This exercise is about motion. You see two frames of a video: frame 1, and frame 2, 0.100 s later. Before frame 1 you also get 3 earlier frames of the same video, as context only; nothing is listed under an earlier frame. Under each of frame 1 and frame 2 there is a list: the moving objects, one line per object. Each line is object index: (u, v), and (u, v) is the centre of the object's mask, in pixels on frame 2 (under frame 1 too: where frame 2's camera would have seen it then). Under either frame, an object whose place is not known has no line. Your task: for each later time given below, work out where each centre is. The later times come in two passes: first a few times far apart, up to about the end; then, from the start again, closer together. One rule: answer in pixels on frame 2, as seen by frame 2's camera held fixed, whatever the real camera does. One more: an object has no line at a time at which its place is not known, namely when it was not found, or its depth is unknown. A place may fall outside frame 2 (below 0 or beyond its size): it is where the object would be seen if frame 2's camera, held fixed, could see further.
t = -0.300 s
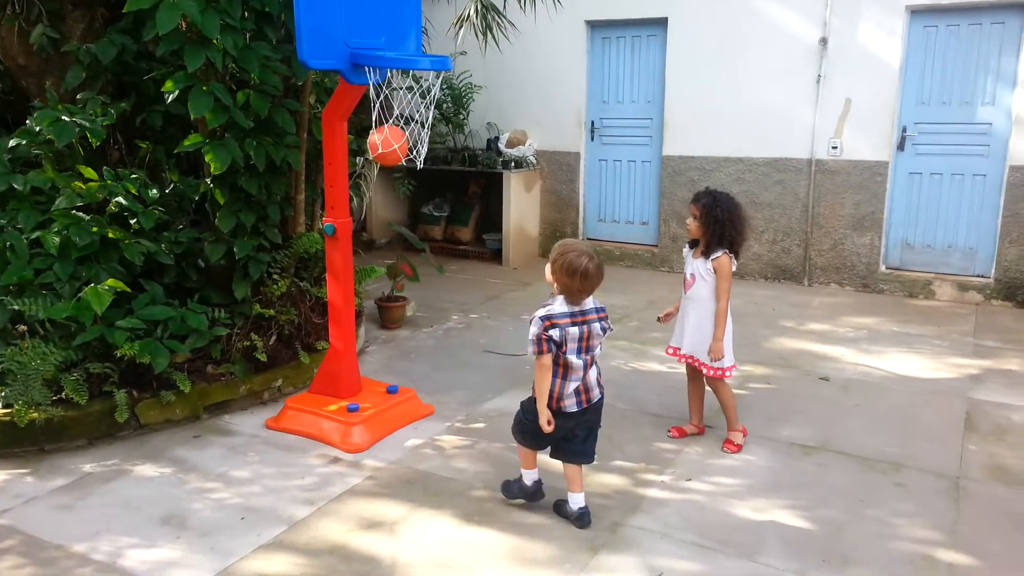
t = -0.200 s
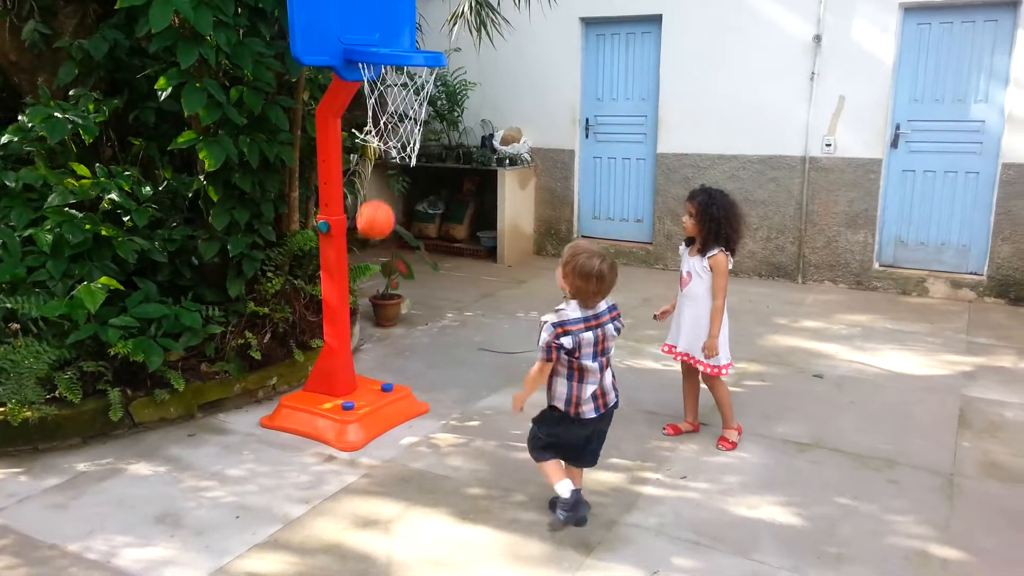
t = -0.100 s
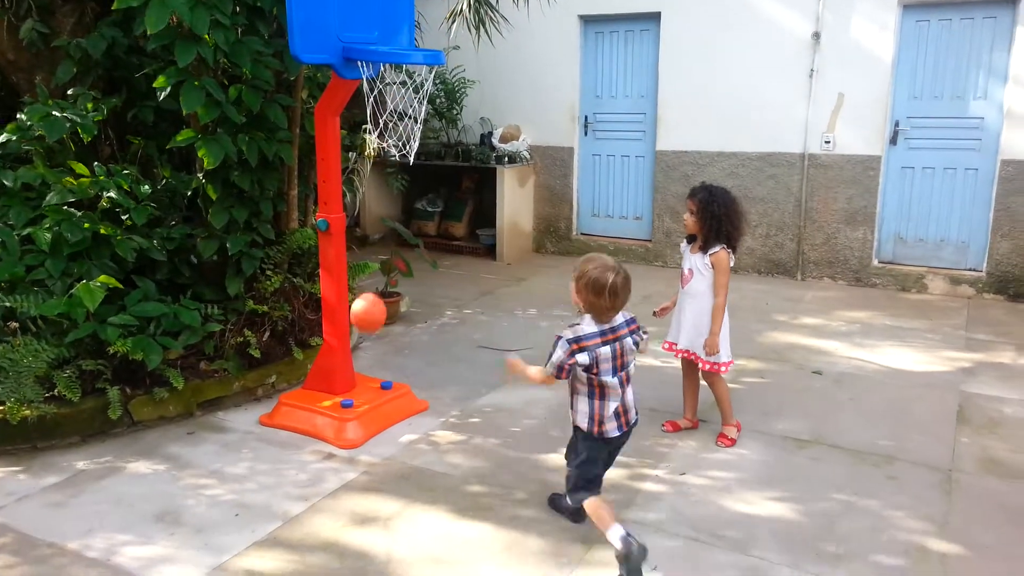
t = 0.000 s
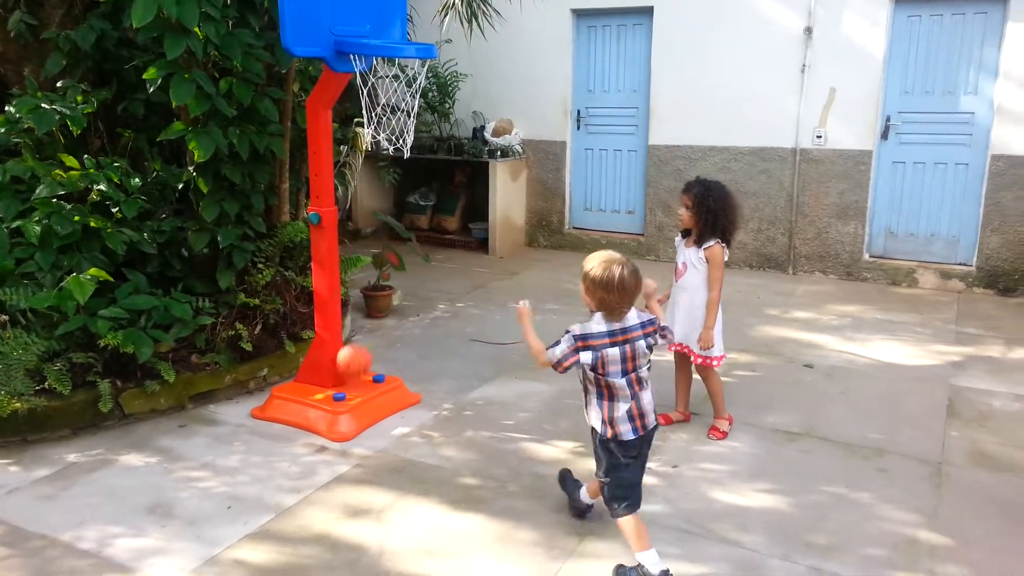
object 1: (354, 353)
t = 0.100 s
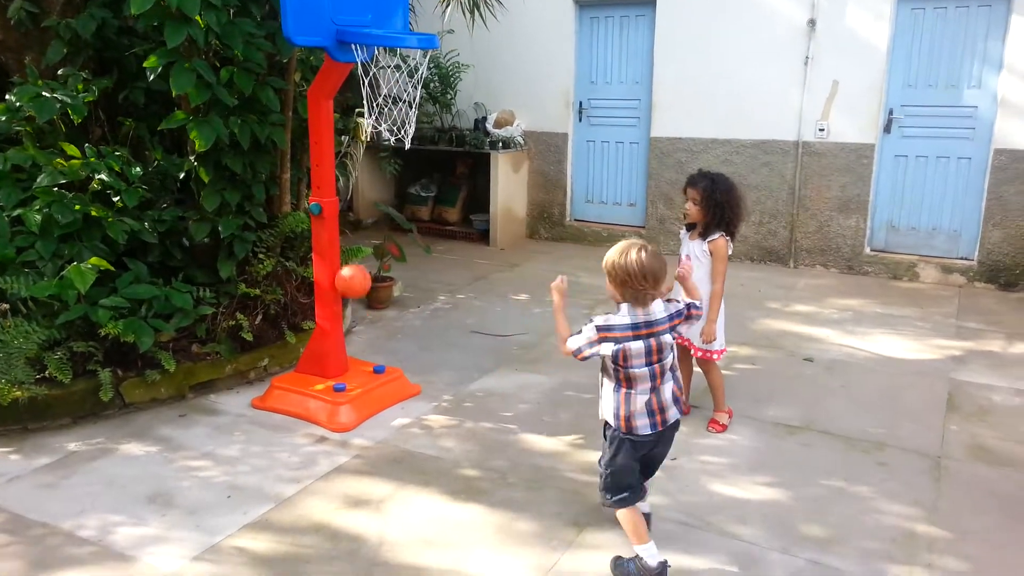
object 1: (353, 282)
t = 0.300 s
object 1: (383, 221)
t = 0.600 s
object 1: (435, 293)
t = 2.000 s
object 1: (405, 322)
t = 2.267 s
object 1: (438, 395)
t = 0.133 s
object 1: (358, 266)
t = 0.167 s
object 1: (363, 253)
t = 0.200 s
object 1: (368, 241)
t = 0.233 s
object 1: (372, 232)
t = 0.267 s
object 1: (377, 225)
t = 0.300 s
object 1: (383, 221)
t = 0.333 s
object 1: (388, 219)
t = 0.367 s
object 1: (393, 219)
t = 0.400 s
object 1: (399, 223)
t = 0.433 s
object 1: (405, 228)
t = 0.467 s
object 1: (411, 236)
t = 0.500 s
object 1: (417, 245)
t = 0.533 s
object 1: (423, 258)
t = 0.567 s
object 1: (429, 274)
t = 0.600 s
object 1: (435, 293)
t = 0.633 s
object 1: (441, 313)
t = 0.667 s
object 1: (447, 337)
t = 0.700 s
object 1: (454, 362)
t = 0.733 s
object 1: (459, 389)
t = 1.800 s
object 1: (405, 290)
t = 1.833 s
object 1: (403, 289)
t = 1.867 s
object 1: (401, 290)
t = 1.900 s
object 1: (400, 294)
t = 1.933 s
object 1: (401, 301)
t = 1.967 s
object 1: (401, 310)
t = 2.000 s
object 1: (405, 322)
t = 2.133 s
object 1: (405, 385)
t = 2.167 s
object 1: (411, 392)
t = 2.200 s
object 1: (419, 400)
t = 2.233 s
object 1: (429, 396)
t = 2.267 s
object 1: (438, 395)
